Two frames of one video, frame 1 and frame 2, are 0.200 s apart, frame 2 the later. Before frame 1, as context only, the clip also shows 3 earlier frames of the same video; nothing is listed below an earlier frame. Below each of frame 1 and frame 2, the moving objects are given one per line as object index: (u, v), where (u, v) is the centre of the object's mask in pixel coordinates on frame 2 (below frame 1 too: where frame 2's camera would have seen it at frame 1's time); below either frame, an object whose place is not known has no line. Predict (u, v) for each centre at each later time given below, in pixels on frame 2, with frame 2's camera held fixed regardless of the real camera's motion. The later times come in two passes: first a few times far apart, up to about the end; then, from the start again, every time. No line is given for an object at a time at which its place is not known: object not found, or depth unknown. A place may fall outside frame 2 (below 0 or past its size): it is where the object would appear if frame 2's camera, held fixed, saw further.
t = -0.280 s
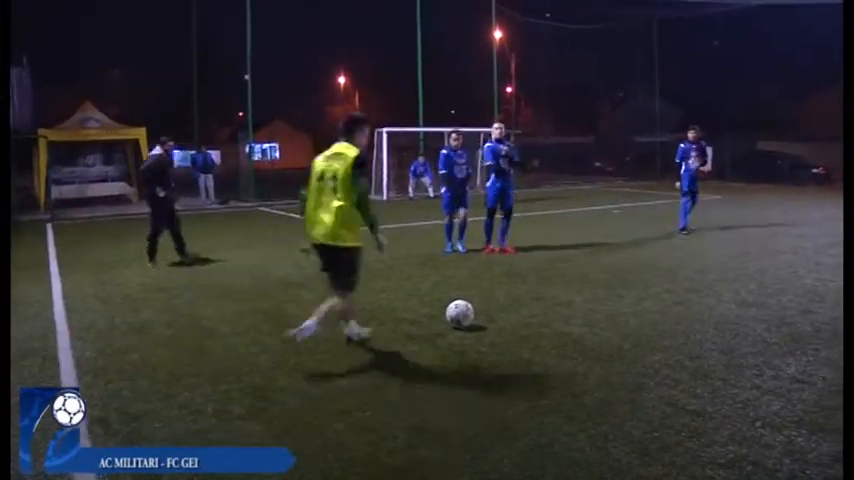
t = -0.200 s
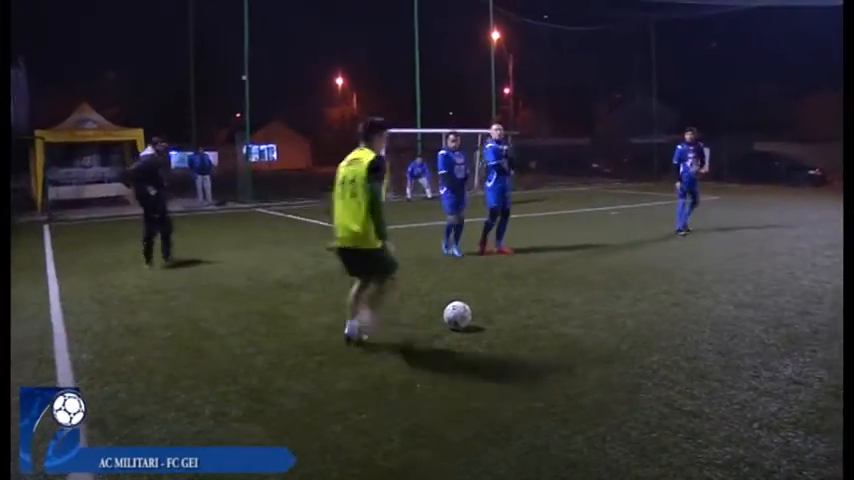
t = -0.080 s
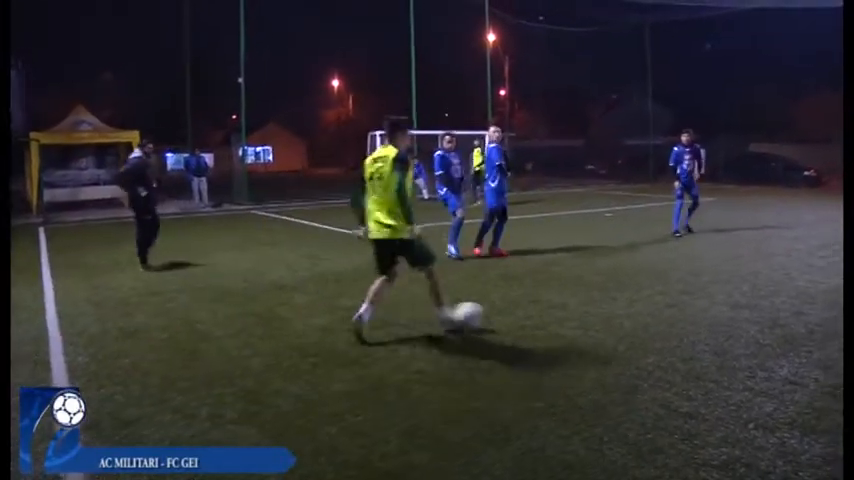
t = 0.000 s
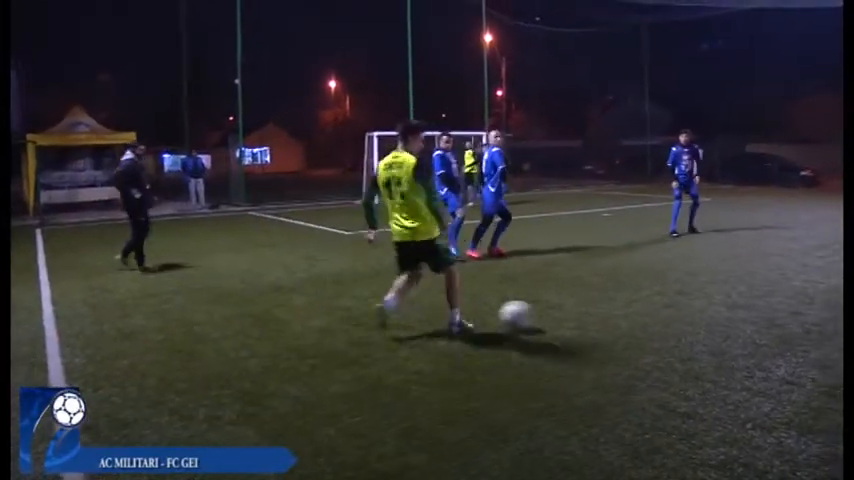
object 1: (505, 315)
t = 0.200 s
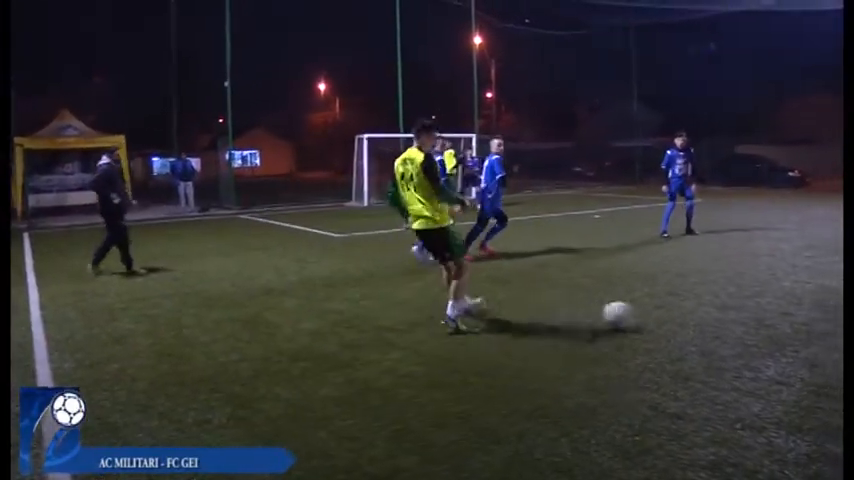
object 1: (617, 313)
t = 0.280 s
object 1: (654, 314)
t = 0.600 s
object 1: (767, 309)
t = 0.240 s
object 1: (636, 313)
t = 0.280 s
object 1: (654, 314)
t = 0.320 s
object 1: (670, 312)
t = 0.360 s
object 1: (686, 311)
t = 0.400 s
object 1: (701, 311)
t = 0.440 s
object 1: (715, 311)
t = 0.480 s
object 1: (728, 310)
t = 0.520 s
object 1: (740, 309)
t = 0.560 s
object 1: (754, 308)
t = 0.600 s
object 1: (767, 309)
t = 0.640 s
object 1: (781, 309)
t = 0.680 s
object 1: (793, 308)
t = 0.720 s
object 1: (804, 308)
